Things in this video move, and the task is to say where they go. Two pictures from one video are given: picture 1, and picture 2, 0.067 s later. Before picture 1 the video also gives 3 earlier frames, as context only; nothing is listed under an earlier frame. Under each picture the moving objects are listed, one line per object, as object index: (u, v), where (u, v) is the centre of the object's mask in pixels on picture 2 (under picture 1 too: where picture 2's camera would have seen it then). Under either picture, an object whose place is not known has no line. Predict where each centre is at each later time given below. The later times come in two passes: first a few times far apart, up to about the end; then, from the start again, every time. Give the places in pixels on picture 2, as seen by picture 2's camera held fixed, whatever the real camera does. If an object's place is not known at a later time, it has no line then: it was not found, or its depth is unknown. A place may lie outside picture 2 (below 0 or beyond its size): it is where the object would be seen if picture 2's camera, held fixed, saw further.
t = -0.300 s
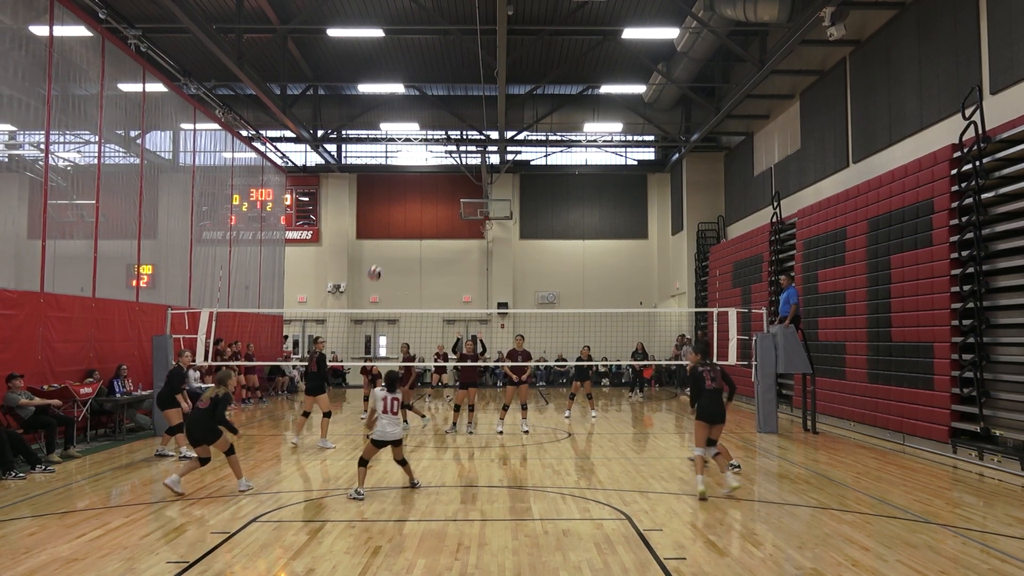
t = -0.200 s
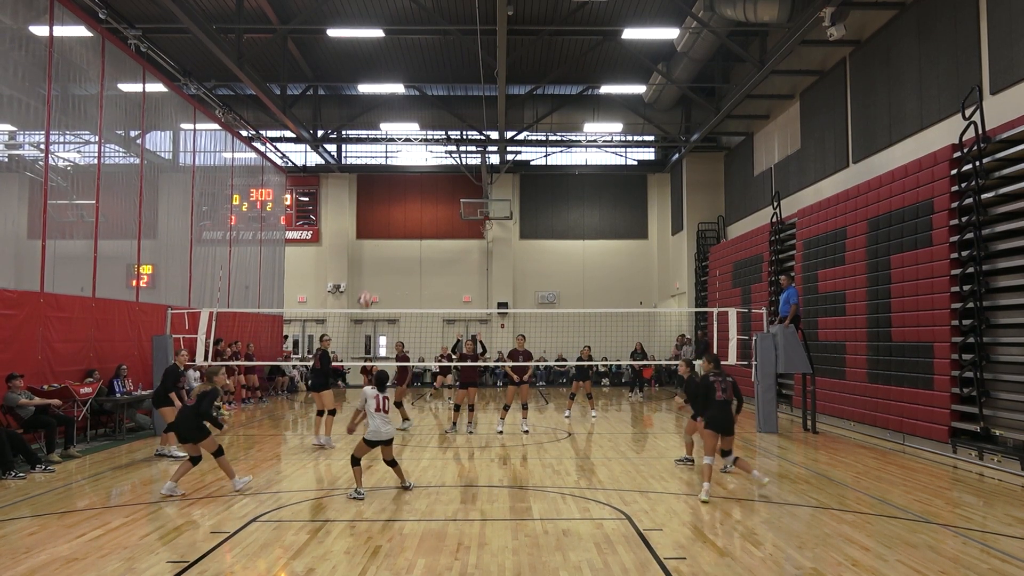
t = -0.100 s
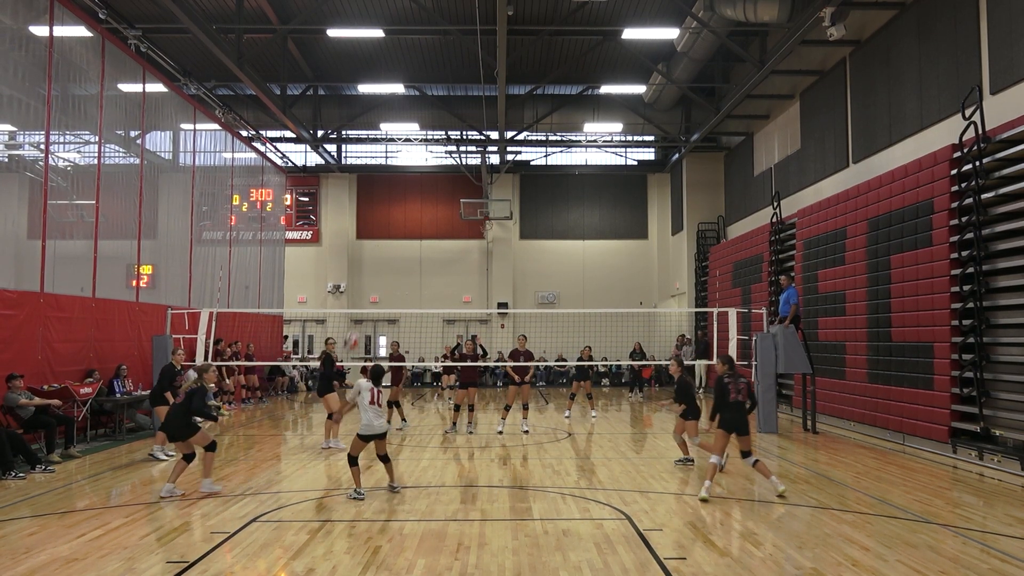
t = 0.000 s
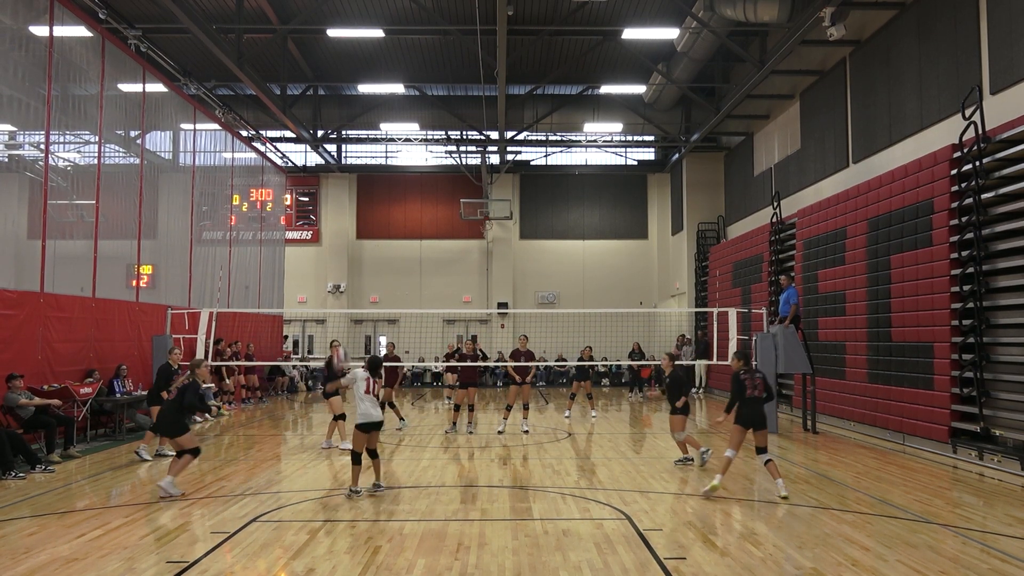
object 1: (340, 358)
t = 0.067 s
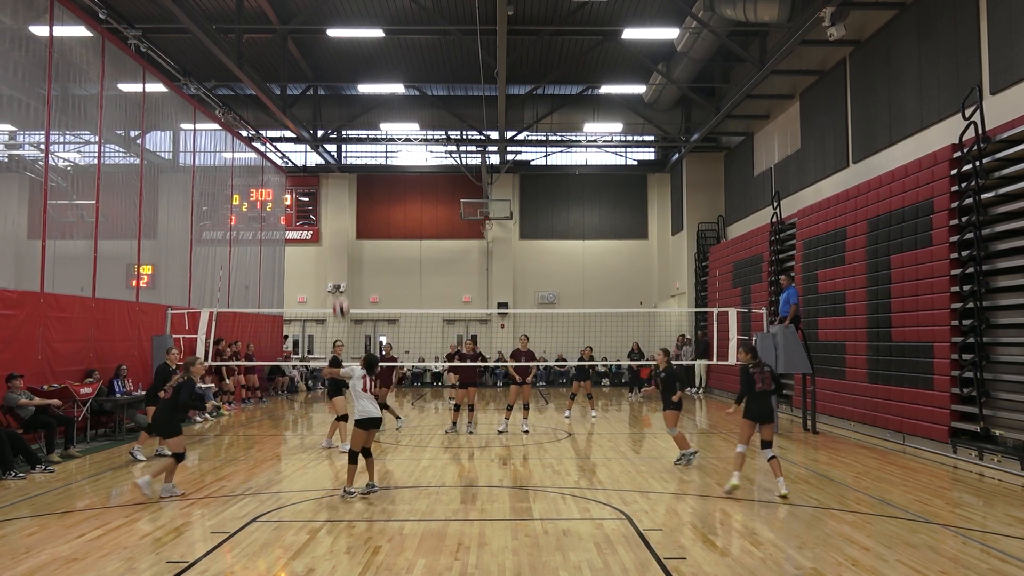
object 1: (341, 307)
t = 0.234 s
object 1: (341, 205)
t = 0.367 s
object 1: (341, 144)
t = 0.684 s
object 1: (340, 63)
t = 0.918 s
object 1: (338, 54)
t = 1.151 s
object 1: (336, 85)
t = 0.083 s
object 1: (341, 296)
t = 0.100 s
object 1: (341, 285)
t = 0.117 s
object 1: (341, 274)
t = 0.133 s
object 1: (341, 264)
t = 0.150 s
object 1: (342, 252)
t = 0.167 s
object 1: (341, 243)
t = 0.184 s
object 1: (341, 234)
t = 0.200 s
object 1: (341, 224)
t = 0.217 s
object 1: (341, 215)
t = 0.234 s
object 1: (341, 205)
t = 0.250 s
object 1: (341, 197)
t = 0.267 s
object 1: (341, 189)
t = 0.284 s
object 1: (341, 179)
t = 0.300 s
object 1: (341, 172)
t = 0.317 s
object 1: (341, 166)
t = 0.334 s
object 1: (341, 161)
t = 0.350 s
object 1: (340, 153)
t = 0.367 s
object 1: (341, 144)
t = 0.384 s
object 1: (340, 138)
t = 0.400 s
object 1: (340, 132)
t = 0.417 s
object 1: (340, 126)
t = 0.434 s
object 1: (341, 120)
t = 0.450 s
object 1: (341, 115)
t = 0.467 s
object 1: (341, 110)
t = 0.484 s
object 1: (341, 105)
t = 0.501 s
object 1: (340, 101)
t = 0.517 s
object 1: (340, 96)
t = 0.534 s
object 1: (340, 92)
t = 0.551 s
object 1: (340, 88)
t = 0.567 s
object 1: (340, 83)
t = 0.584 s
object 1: (340, 80)
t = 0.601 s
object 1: (340, 77)
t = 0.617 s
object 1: (340, 74)
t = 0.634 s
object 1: (340, 71)
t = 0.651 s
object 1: (340, 68)
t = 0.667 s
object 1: (340, 66)
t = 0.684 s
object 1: (340, 63)
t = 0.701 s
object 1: (341, 60)
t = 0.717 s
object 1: (340, 59)
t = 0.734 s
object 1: (339, 58)
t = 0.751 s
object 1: (339, 57)
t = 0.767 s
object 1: (339, 55)
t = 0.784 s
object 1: (339, 54)
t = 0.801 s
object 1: (339, 54)
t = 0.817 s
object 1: (339, 53)
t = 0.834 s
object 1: (339, 52)
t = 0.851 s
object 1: (338, 52)
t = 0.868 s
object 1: (338, 52)
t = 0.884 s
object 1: (338, 53)
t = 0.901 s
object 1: (338, 53)
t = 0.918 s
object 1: (338, 54)
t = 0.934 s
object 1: (338, 55)
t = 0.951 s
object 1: (338, 56)
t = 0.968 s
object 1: (338, 57)
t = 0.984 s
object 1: (338, 59)
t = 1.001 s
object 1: (338, 61)
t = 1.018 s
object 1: (338, 62)
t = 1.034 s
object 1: (337, 64)
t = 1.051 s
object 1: (337, 67)
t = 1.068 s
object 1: (337, 69)
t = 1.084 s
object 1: (337, 72)
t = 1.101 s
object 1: (337, 75)
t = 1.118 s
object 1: (337, 78)
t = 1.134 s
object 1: (337, 82)
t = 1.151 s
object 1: (336, 85)
